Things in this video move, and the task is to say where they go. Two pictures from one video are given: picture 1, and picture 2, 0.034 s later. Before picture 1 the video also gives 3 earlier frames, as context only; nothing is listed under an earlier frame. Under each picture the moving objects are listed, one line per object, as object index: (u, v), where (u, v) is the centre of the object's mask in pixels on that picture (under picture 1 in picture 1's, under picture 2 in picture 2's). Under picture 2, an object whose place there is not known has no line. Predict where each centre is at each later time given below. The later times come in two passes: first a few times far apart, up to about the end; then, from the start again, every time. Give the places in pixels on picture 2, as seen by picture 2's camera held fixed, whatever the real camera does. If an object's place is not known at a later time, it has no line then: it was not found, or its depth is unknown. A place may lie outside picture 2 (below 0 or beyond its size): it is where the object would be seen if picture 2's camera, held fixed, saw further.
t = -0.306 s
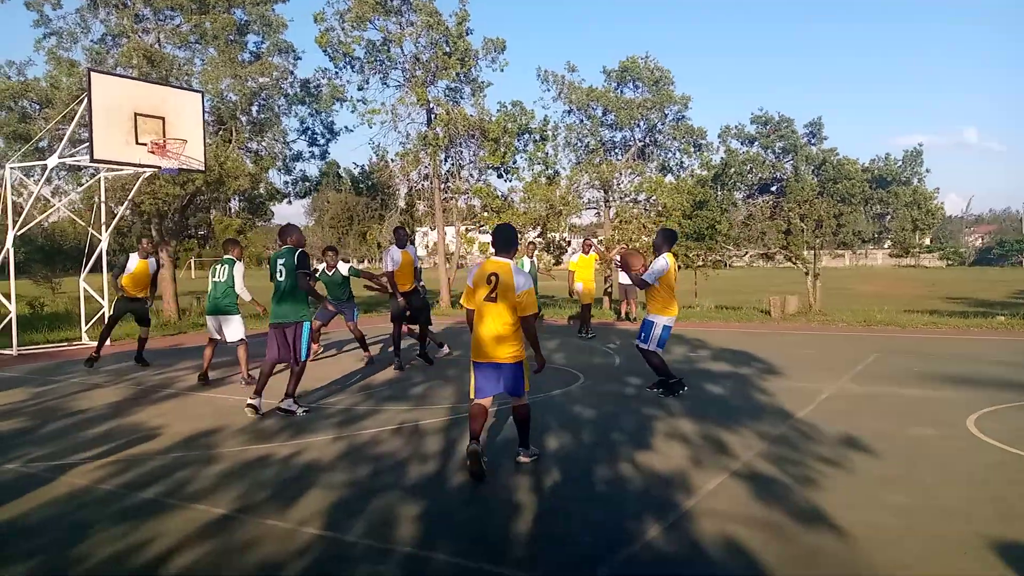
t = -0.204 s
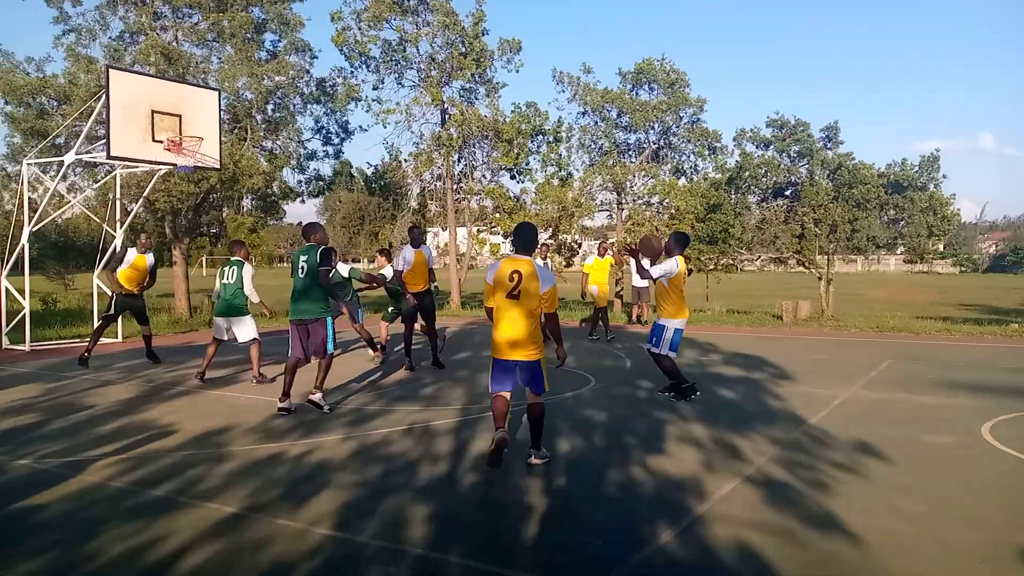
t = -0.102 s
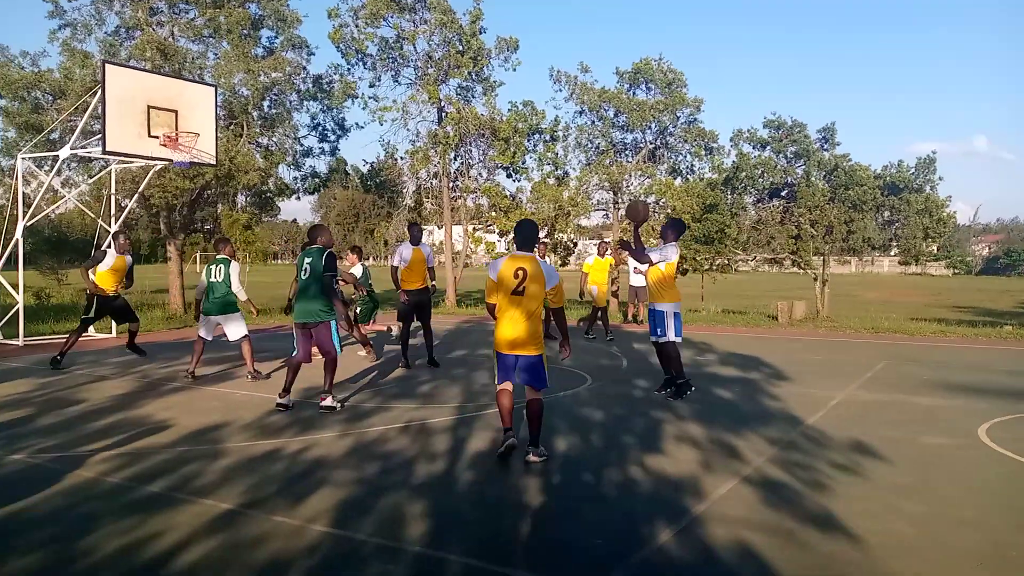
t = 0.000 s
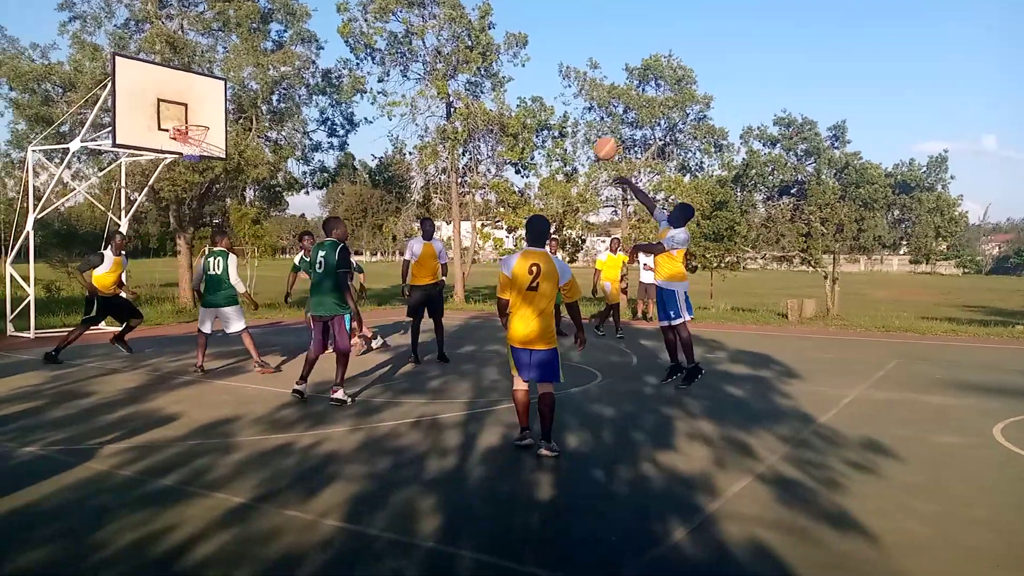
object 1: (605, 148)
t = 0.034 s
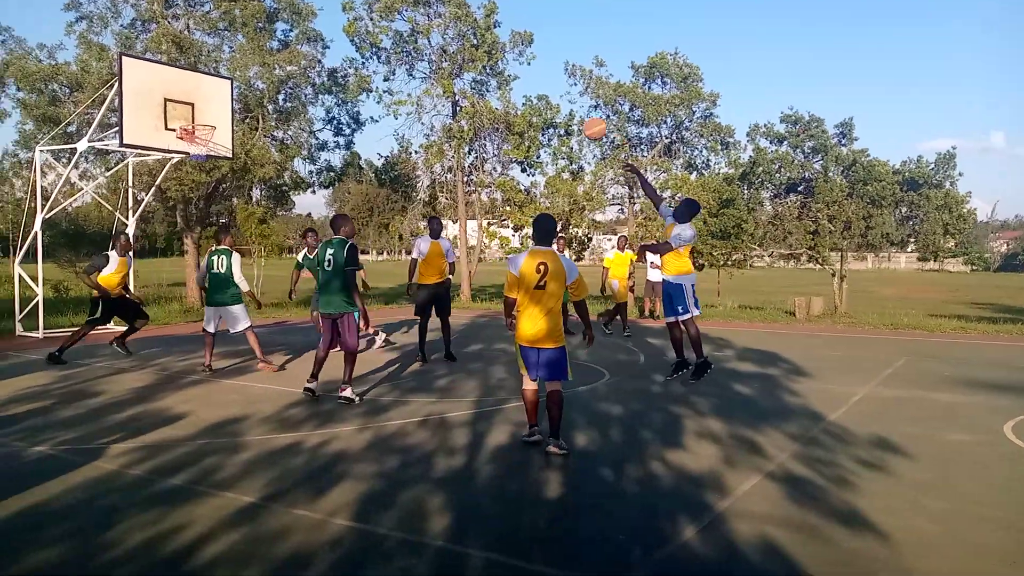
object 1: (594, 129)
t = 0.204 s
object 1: (514, 58)
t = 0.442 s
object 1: (414, 9)
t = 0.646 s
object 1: (340, 12)
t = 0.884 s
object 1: (260, 51)
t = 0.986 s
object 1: (229, 79)
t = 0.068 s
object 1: (577, 112)
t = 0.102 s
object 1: (561, 96)
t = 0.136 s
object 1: (545, 82)
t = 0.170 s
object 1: (530, 69)
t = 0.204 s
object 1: (514, 58)
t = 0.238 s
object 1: (499, 47)
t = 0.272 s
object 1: (485, 38)
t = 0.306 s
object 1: (470, 31)
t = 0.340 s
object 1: (456, 24)
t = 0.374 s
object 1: (441, 18)
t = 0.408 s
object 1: (428, 13)
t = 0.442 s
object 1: (414, 9)
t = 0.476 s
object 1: (401, 7)
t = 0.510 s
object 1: (388, 7)
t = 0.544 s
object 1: (376, 8)
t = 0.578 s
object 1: (365, 9)
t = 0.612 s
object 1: (353, 10)
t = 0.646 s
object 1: (340, 12)
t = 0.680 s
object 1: (327, 14)
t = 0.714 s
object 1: (315, 18)
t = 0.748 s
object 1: (304, 23)
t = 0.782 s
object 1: (295, 29)
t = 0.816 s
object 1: (283, 36)
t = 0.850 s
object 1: (271, 44)
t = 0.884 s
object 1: (260, 51)
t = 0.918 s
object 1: (249, 60)
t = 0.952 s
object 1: (239, 69)
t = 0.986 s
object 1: (229, 79)
